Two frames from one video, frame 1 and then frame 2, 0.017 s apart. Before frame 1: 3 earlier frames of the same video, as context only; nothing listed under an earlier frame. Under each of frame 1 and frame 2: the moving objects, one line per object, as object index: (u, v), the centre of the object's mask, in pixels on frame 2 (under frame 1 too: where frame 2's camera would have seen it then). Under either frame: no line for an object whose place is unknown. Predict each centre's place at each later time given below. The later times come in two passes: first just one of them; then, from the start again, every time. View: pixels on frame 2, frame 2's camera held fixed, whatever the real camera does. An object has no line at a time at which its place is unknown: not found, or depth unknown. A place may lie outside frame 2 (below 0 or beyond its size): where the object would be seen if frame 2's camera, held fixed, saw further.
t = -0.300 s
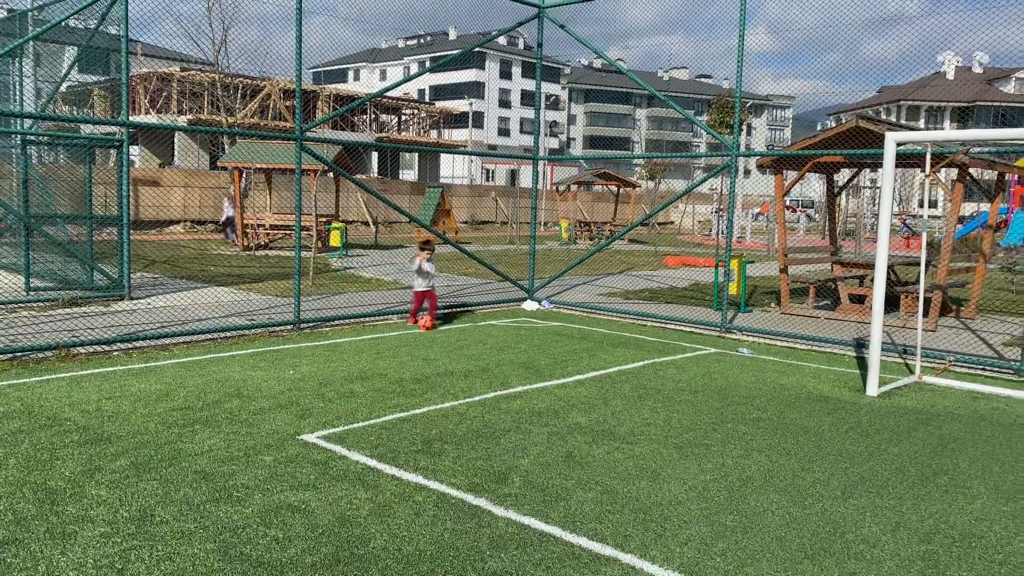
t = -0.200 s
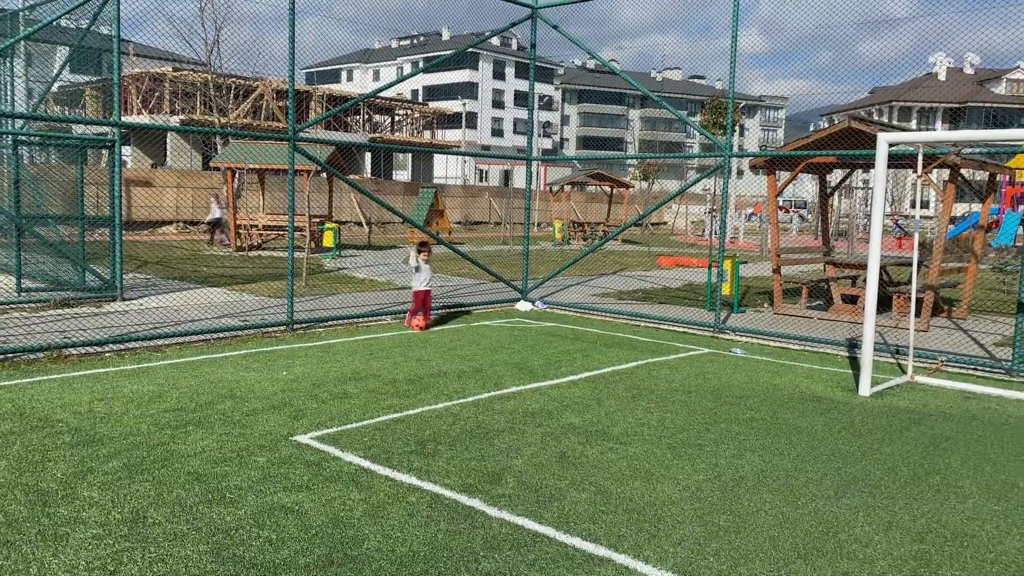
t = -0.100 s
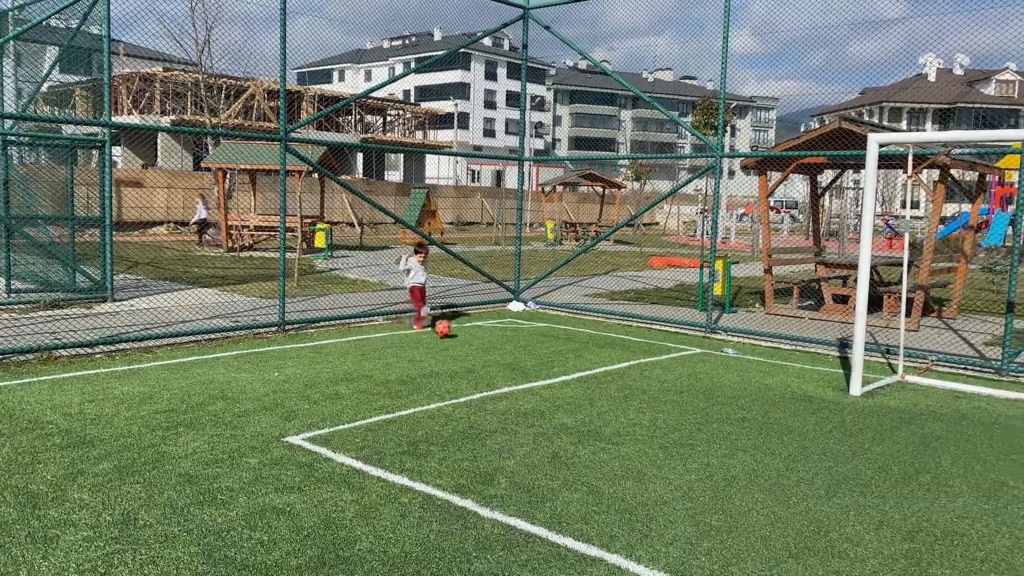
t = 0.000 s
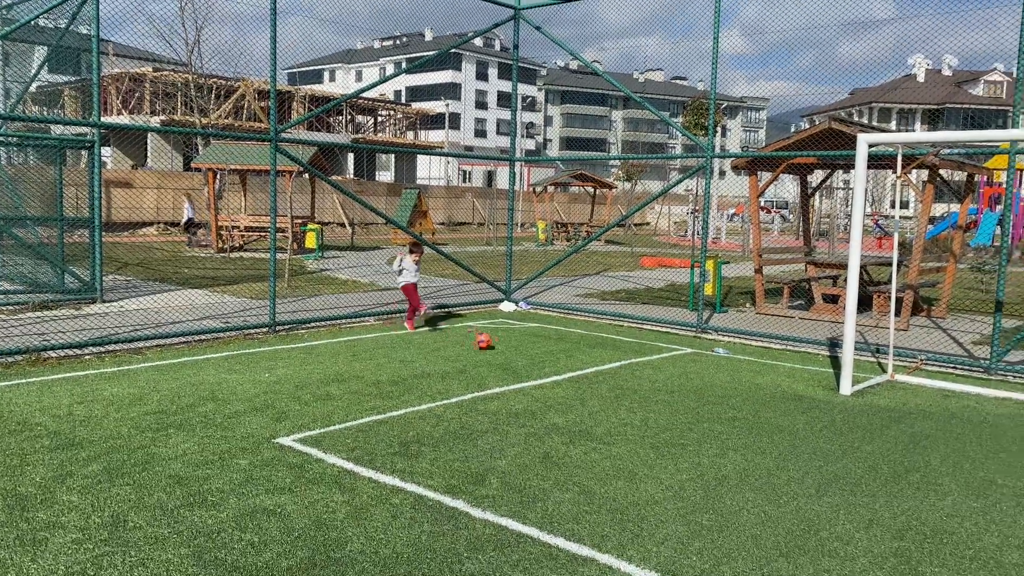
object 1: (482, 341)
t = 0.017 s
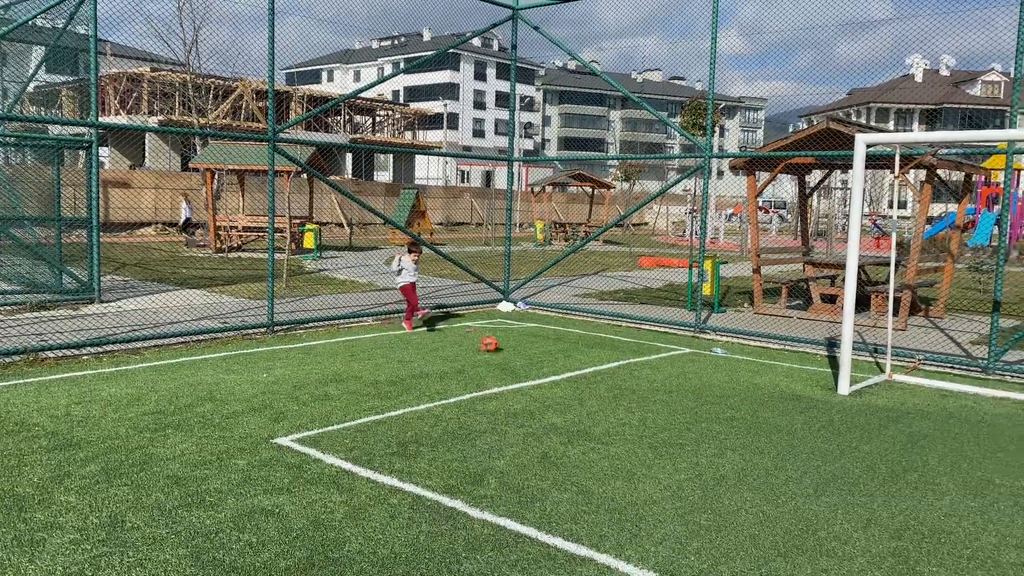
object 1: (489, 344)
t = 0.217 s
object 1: (584, 365)
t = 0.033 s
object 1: (497, 346)
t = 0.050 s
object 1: (505, 347)
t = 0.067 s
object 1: (512, 347)
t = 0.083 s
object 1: (520, 348)
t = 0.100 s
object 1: (528, 349)
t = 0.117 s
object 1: (536, 351)
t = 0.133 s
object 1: (546, 353)
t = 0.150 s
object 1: (552, 354)
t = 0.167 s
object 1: (560, 357)
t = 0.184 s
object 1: (569, 360)
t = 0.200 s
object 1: (578, 362)
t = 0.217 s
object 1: (584, 365)
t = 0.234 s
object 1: (592, 365)
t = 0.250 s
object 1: (599, 365)
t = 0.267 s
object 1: (605, 364)
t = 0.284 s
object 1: (611, 363)
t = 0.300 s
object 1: (617, 364)
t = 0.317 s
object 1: (624, 364)
